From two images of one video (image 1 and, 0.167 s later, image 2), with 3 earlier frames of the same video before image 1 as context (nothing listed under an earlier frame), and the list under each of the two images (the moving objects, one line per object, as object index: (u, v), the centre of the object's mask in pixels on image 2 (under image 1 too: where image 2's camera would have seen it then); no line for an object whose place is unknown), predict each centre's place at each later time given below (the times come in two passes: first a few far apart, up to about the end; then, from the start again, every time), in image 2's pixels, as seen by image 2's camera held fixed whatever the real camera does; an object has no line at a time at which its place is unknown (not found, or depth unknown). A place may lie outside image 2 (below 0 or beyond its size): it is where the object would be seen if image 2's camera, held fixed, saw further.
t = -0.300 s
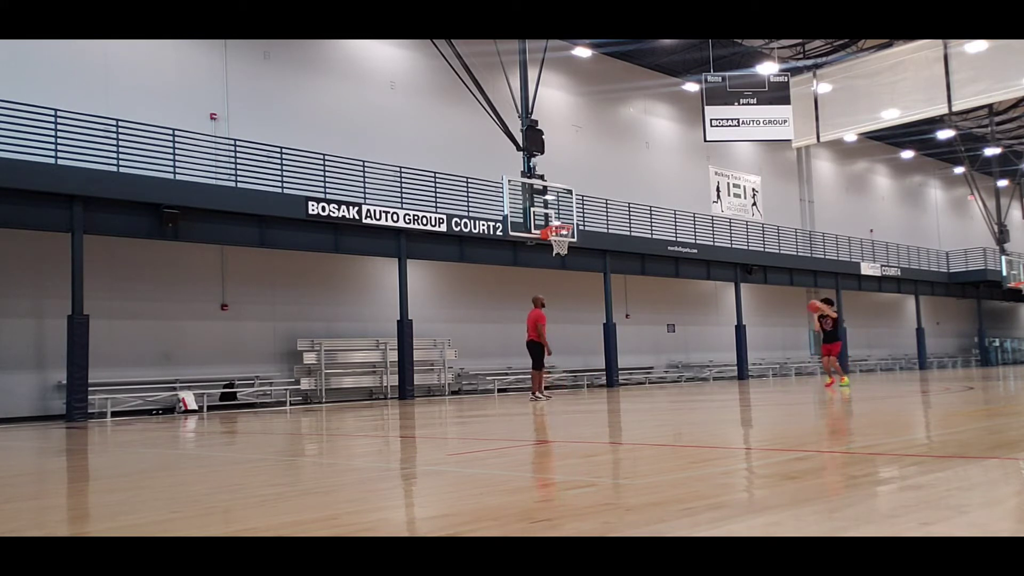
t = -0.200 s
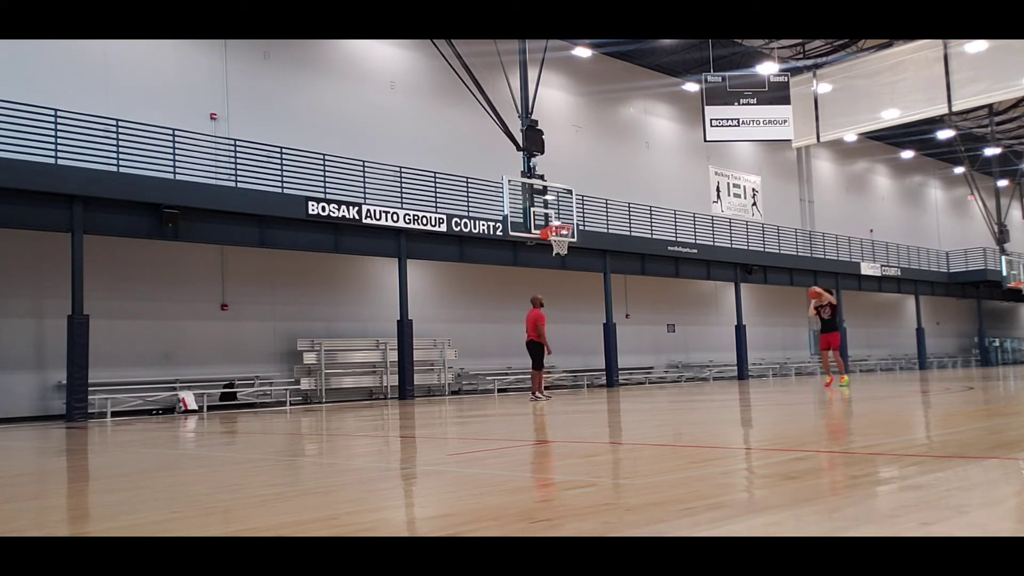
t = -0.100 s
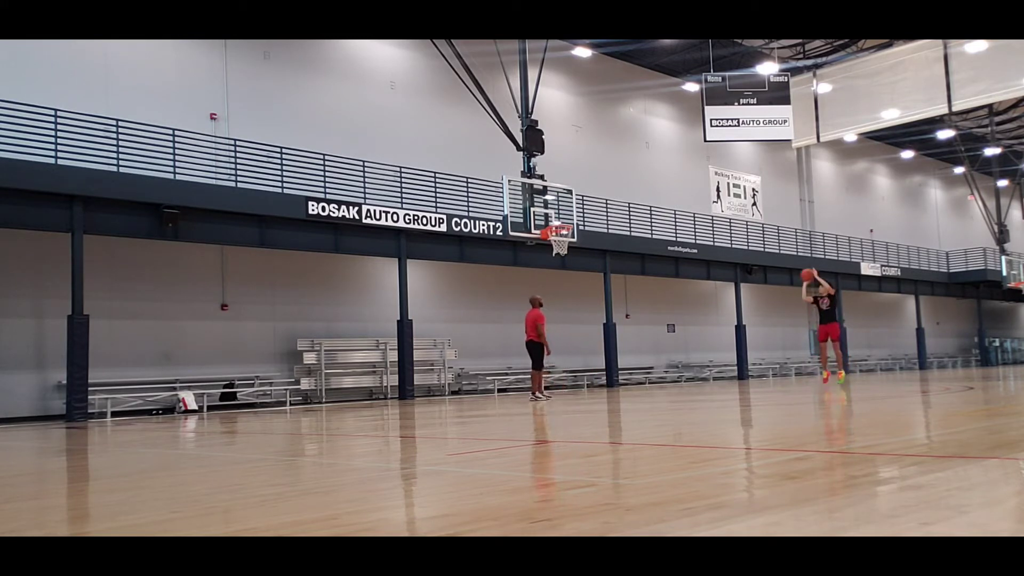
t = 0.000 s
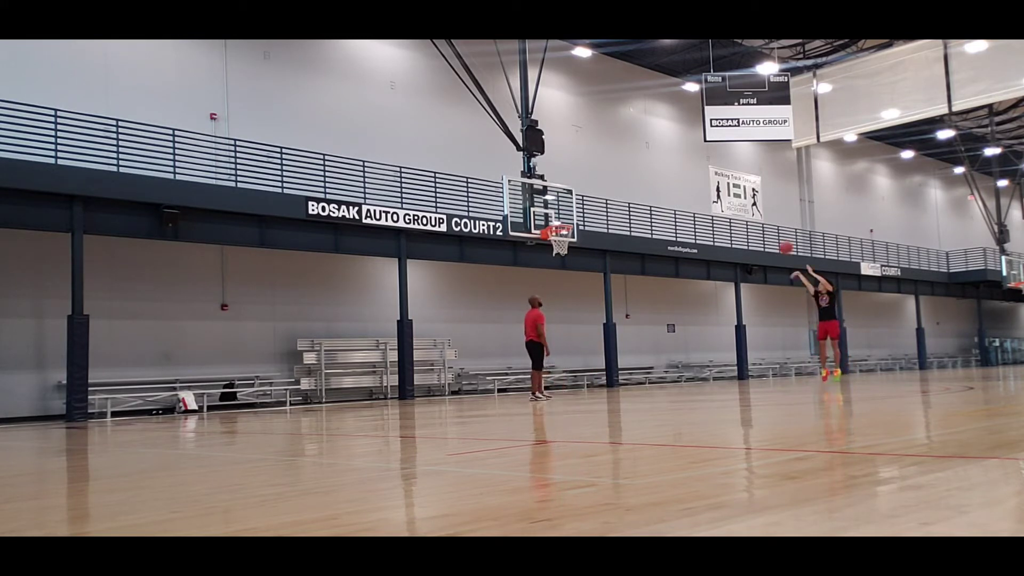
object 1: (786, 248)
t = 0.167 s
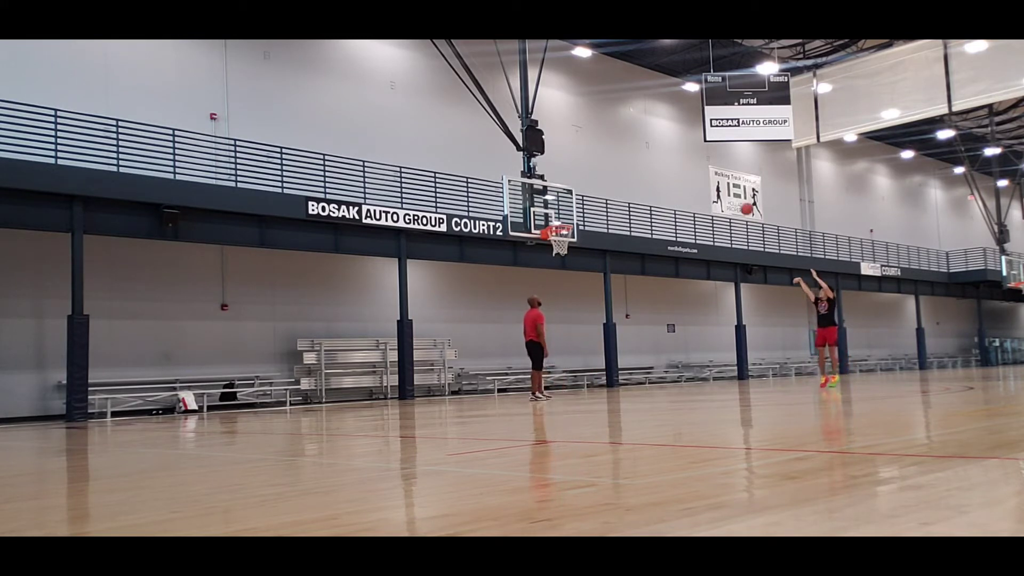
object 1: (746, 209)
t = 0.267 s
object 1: (724, 192)
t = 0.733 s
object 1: (618, 183)
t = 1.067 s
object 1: (548, 241)
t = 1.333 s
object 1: (544, 259)
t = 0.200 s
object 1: (739, 203)
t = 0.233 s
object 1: (731, 197)
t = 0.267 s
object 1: (724, 192)
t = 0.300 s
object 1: (716, 188)
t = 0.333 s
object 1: (708, 184)
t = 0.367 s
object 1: (700, 181)
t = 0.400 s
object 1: (693, 178)
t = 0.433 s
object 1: (685, 176)
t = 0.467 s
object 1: (678, 175)
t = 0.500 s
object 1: (670, 173)
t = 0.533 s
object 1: (663, 173)
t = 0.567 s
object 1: (655, 173)
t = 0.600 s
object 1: (647, 174)
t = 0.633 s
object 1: (640, 175)
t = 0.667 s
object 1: (632, 177)
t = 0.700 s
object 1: (625, 180)
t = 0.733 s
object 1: (618, 183)
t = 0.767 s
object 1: (610, 186)
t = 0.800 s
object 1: (603, 190)
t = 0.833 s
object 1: (595, 195)
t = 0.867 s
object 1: (588, 200)
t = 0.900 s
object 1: (581, 206)
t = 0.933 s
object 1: (573, 213)
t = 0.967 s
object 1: (566, 220)
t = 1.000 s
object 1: (558, 227)
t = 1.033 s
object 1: (551, 235)
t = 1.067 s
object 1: (548, 241)
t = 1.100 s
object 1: (547, 244)
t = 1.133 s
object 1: (546, 243)
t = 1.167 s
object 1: (546, 242)
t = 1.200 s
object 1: (545, 243)
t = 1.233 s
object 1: (544, 248)
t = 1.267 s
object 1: (544, 251)
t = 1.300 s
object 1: (544, 254)
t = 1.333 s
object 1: (544, 259)
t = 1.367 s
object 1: (543, 264)
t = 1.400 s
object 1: (543, 269)
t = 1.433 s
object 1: (543, 275)
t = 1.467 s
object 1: (543, 282)
